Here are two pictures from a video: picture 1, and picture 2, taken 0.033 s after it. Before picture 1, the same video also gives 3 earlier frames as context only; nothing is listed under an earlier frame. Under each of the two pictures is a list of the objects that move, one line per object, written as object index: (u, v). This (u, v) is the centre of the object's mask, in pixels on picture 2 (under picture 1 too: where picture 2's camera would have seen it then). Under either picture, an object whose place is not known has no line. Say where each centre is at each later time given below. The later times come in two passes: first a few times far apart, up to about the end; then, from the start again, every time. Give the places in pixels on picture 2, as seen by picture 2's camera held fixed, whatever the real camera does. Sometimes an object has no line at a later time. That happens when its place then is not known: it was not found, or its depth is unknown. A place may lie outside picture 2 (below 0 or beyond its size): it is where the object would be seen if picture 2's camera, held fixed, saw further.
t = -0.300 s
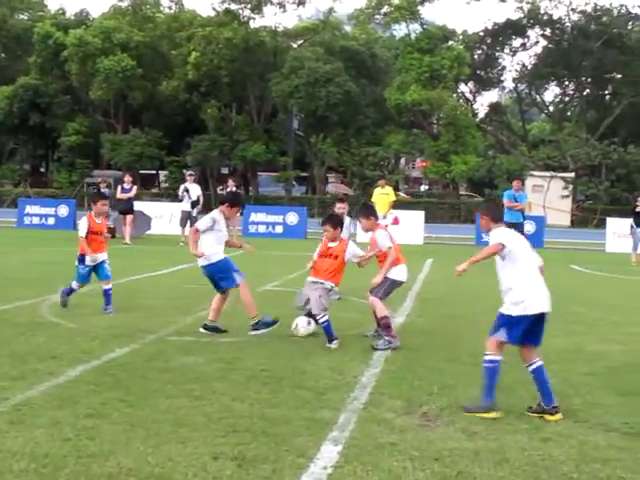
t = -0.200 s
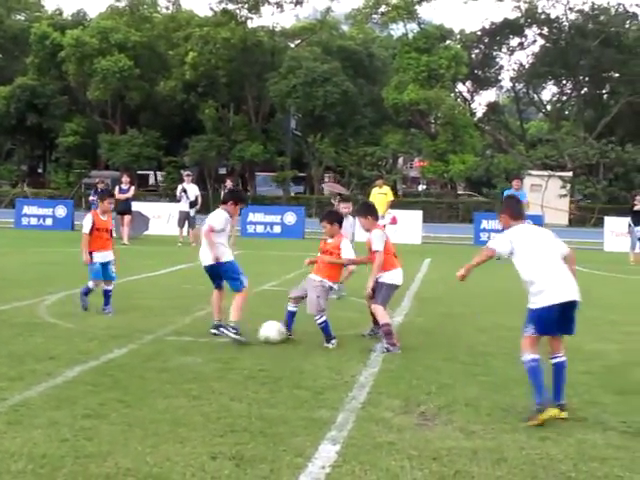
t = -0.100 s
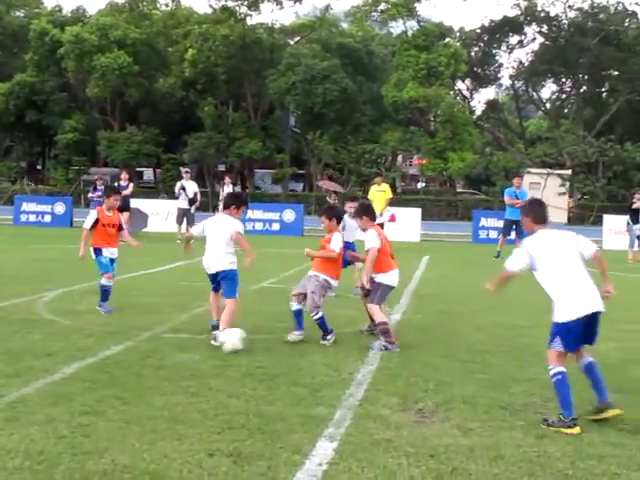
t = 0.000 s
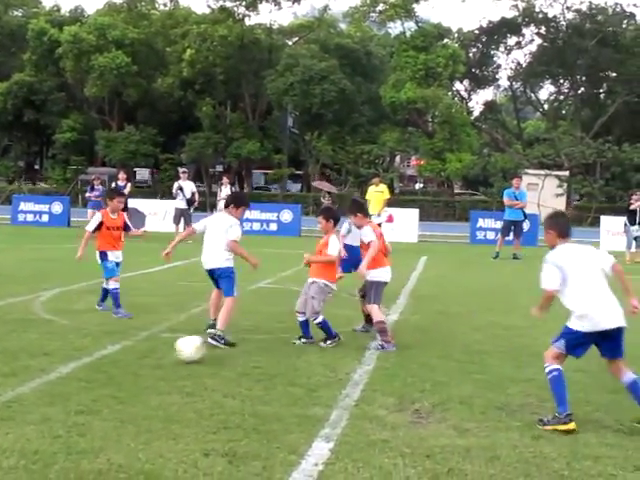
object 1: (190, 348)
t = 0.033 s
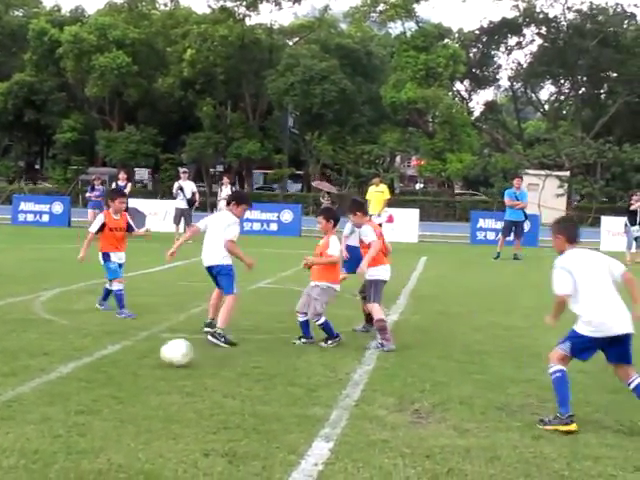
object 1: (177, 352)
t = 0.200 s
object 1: (109, 371)
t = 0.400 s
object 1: (25, 392)
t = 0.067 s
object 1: (162, 357)
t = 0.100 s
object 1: (149, 360)
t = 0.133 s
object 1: (136, 363)
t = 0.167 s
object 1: (123, 366)
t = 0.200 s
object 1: (109, 371)
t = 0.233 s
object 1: (96, 374)
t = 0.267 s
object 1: (82, 376)
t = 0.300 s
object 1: (69, 379)
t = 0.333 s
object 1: (55, 382)
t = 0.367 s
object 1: (41, 387)
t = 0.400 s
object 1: (25, 392)
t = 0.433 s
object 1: (11, 393)
